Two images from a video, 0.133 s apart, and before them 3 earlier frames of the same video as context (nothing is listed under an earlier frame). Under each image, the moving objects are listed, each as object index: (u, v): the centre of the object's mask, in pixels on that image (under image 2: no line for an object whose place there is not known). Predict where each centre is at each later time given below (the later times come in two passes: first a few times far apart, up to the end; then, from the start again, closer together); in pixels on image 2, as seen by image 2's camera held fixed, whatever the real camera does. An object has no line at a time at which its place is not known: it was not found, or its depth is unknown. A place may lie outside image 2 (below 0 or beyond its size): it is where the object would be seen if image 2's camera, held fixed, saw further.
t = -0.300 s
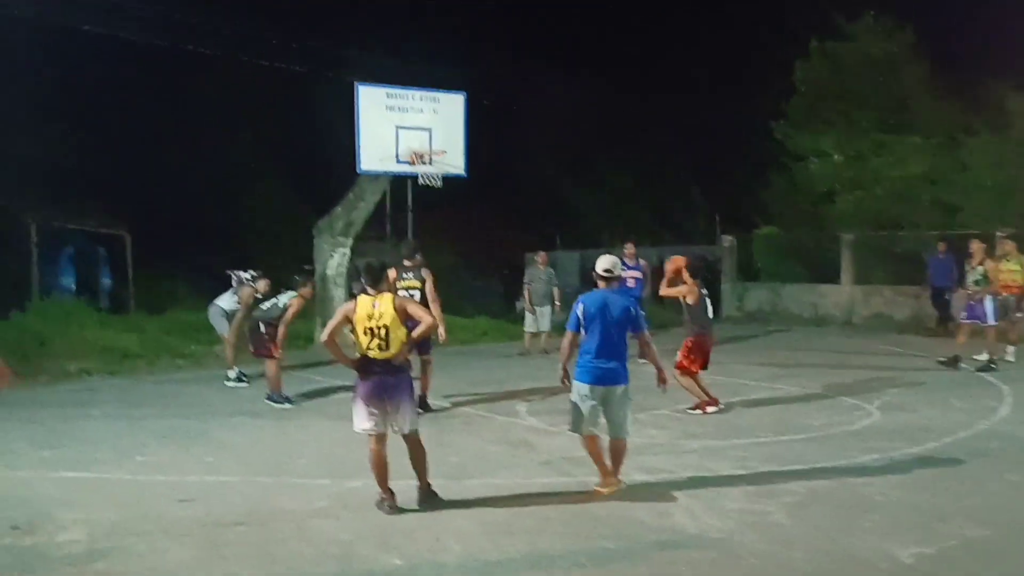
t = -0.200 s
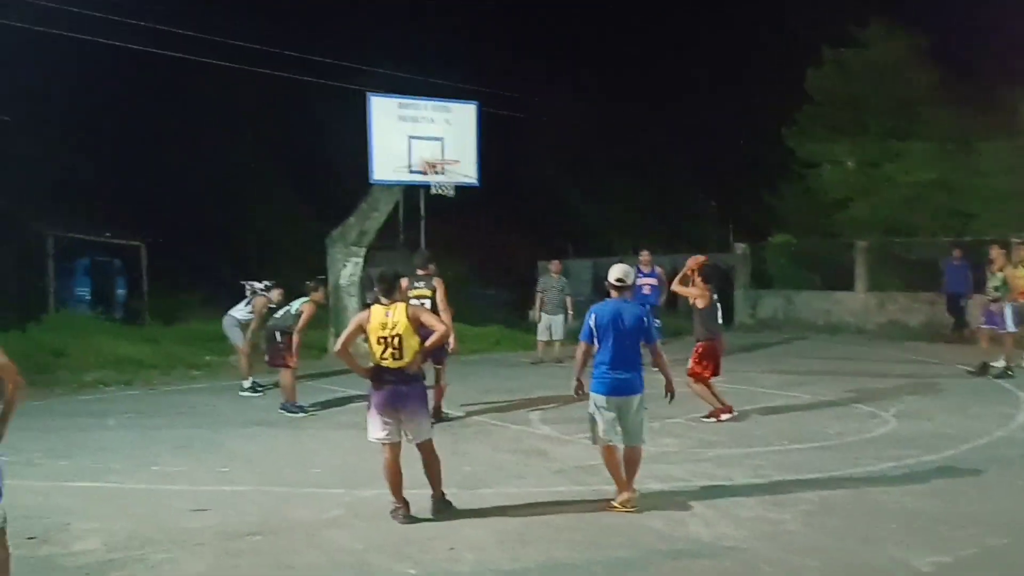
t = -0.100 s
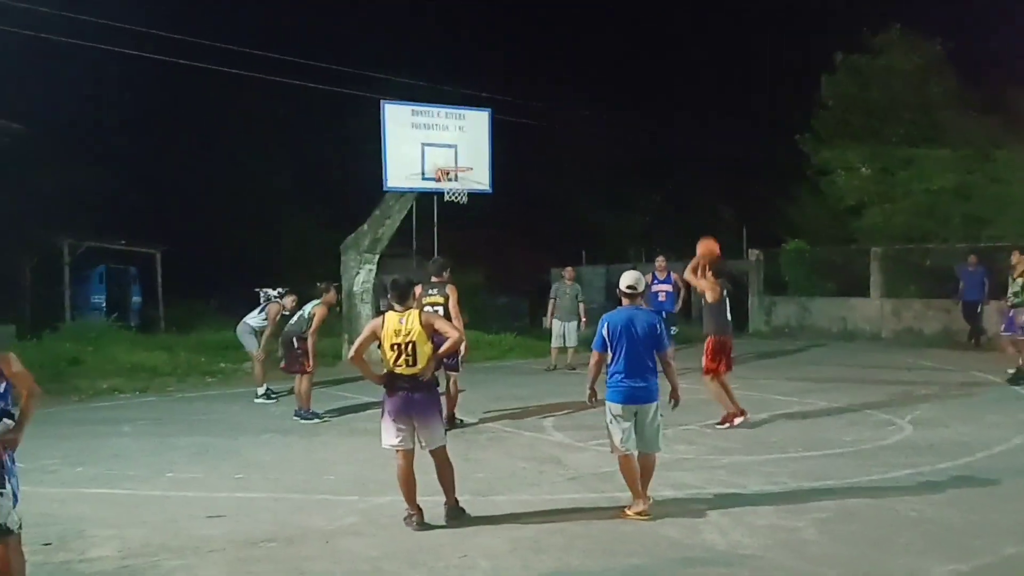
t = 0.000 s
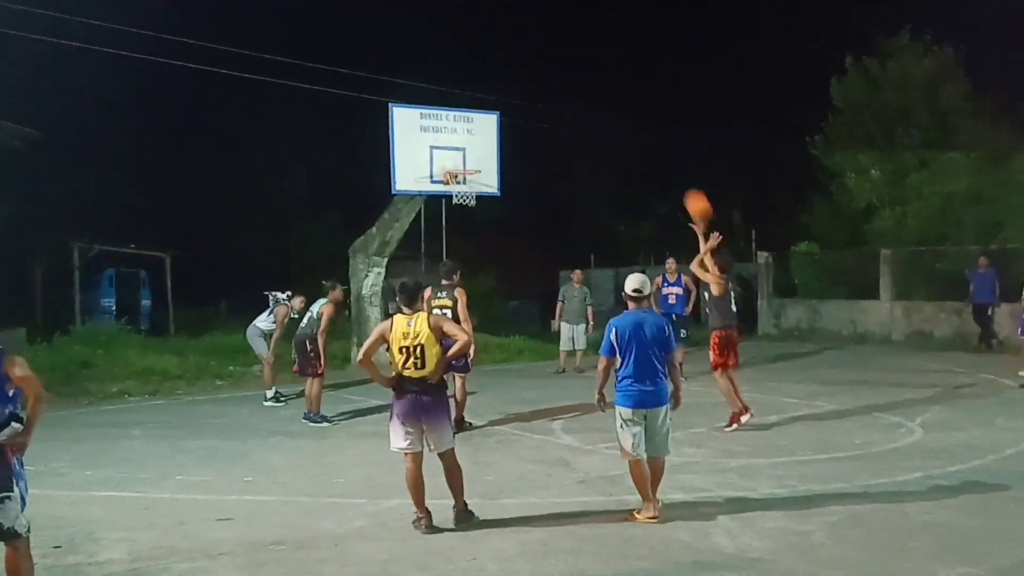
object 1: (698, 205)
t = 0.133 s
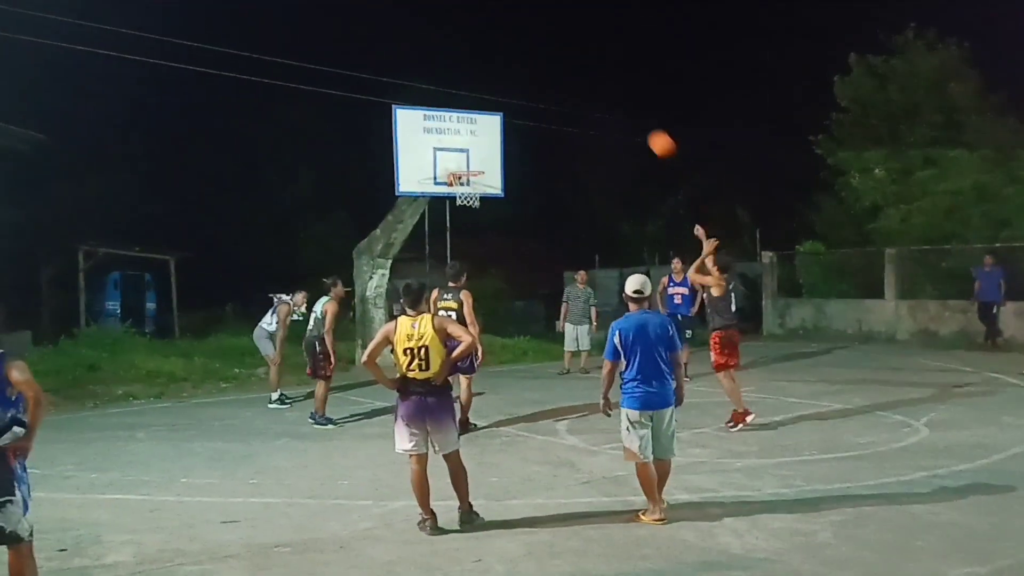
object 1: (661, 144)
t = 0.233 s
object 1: (634, 111)
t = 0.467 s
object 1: (577, 73)
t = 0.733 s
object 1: (524, 89)
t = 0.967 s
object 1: (487, 144)
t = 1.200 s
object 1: (499, 188)
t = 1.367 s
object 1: (531, 222)
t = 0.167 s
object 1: (652, 132)
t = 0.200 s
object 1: (643, 121)
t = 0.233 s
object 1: (634, 111)
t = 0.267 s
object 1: (625, 102)
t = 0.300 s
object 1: (617, 95)
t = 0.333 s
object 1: (608, 88)
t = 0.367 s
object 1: (600, 83)
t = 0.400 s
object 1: (593, 78)
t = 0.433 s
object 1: (585, 75)
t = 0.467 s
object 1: (577, 73)
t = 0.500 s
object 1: (570, 72)
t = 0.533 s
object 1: (563, 72)
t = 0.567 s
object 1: (556, 73)
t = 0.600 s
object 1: (549, 74)
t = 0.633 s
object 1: (543, 77)
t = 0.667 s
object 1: (537, 80)
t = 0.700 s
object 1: (530, 84)
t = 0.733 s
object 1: (524, 89)
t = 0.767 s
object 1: (519, 95)
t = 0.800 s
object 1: (513, 101)
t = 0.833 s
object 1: (508, 108)
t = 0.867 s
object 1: (503, 115)
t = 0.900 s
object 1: (498, 124)
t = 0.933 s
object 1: (492, 134)
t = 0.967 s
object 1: (487, 144)
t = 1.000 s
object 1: (483, 154)
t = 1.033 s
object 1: (478, 166)
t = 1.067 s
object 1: (476, 172)
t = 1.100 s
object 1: (478, 176)
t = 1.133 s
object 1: (487, 179)
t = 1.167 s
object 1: (492, 183)
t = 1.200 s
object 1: (499, 188)
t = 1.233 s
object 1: (505, 193)
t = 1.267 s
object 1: (511, 199)
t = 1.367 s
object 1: (531, 222)
